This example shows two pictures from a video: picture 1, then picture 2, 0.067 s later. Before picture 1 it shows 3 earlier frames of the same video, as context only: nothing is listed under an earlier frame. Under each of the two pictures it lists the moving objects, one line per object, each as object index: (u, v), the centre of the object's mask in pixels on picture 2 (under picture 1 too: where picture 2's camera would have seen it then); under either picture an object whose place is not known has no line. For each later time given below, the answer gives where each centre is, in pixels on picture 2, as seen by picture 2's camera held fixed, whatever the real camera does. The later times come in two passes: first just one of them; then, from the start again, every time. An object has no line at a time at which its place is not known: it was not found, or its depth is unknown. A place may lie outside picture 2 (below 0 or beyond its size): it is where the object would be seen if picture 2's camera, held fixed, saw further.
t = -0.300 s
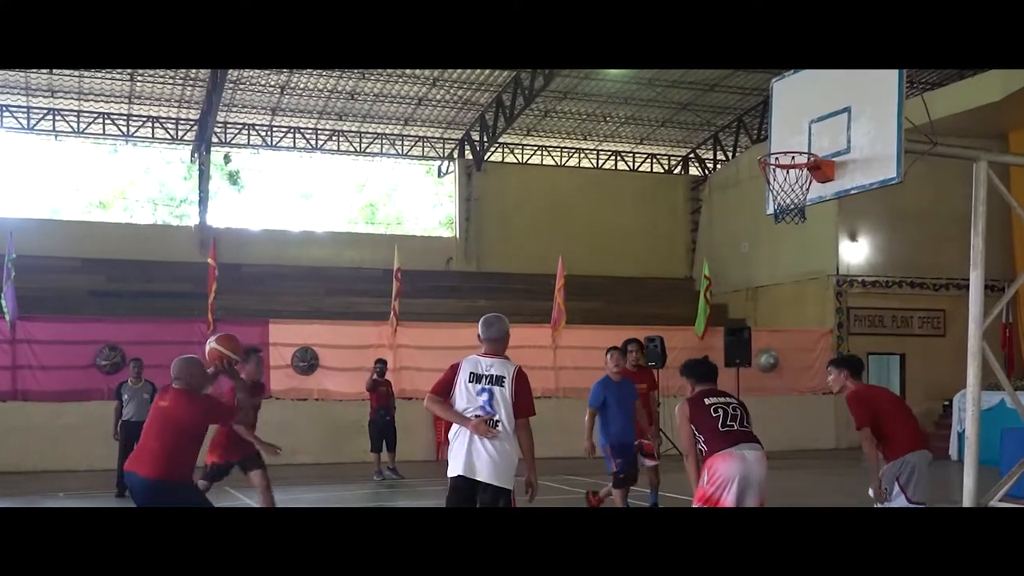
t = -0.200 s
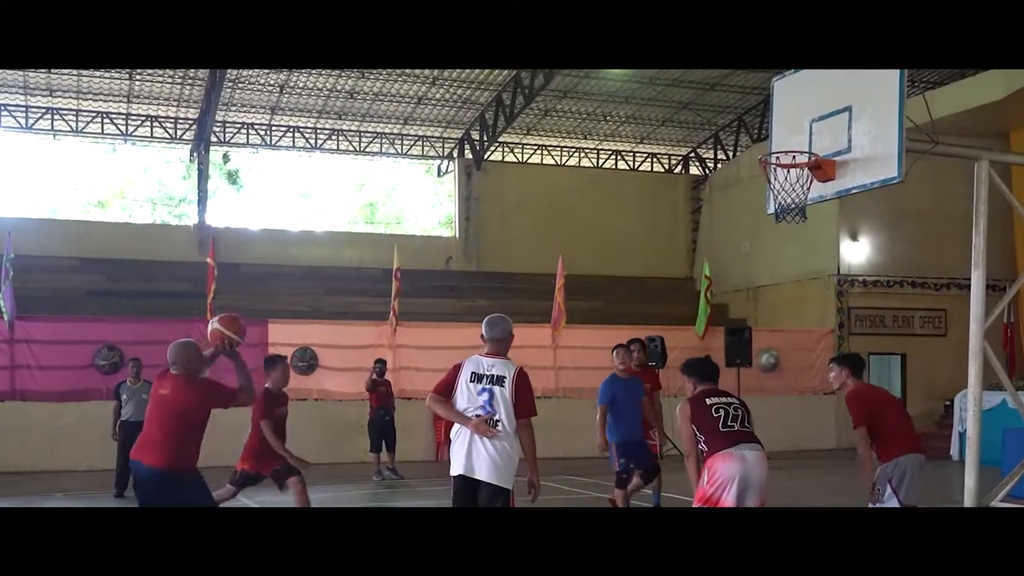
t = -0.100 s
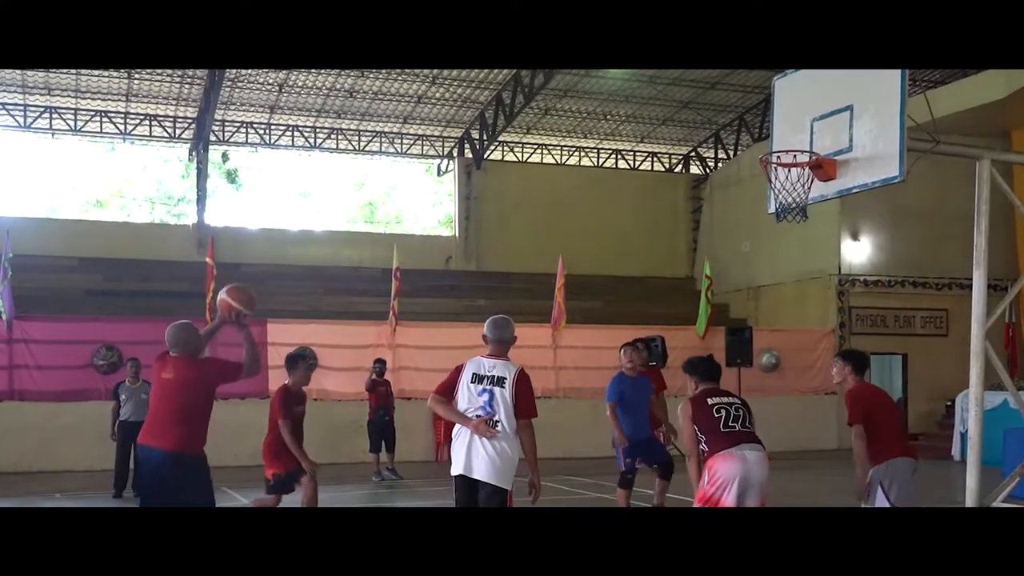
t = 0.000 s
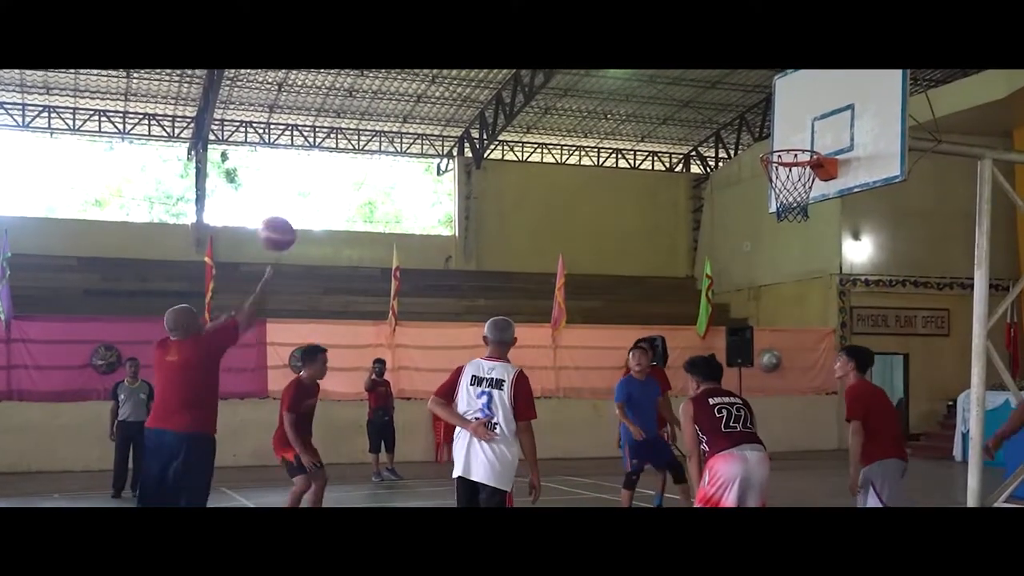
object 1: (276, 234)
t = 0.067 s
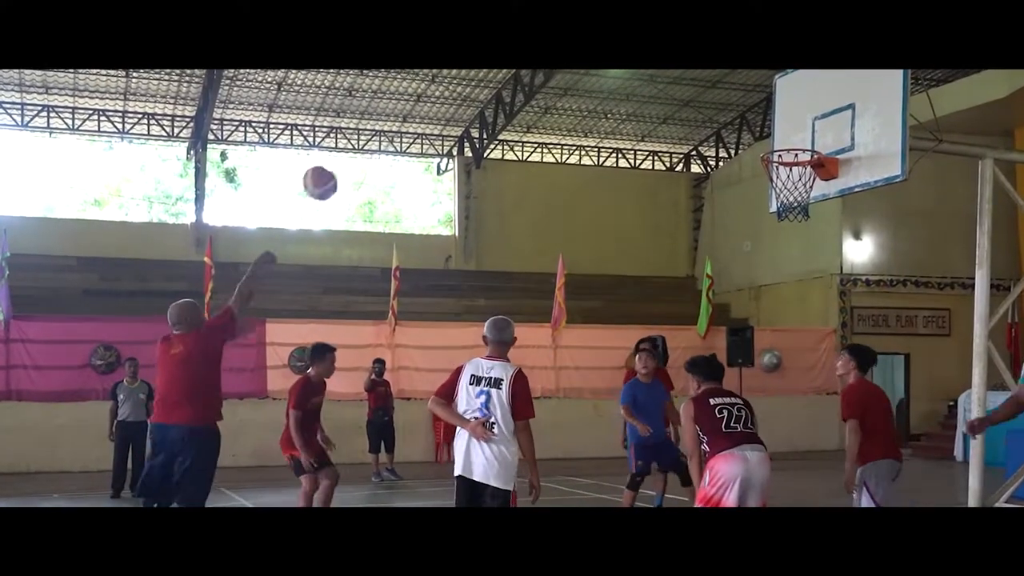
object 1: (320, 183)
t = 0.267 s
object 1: (437, 87)
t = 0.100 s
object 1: (341, 161)
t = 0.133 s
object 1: (359, 142)
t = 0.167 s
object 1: (379, 126)
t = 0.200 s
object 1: (399, 110)
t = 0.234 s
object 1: (417, 97)
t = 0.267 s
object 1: (437, 87)
